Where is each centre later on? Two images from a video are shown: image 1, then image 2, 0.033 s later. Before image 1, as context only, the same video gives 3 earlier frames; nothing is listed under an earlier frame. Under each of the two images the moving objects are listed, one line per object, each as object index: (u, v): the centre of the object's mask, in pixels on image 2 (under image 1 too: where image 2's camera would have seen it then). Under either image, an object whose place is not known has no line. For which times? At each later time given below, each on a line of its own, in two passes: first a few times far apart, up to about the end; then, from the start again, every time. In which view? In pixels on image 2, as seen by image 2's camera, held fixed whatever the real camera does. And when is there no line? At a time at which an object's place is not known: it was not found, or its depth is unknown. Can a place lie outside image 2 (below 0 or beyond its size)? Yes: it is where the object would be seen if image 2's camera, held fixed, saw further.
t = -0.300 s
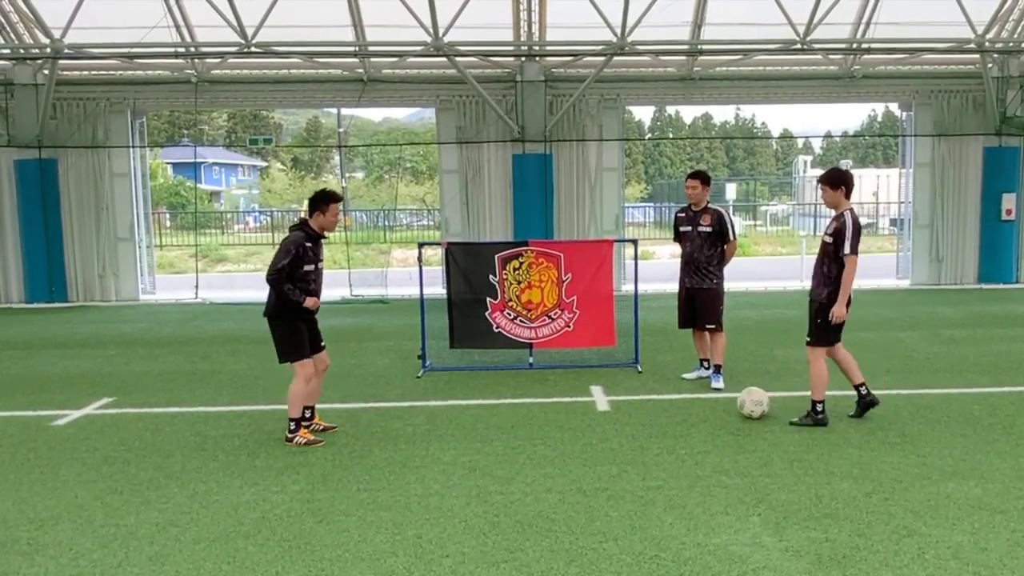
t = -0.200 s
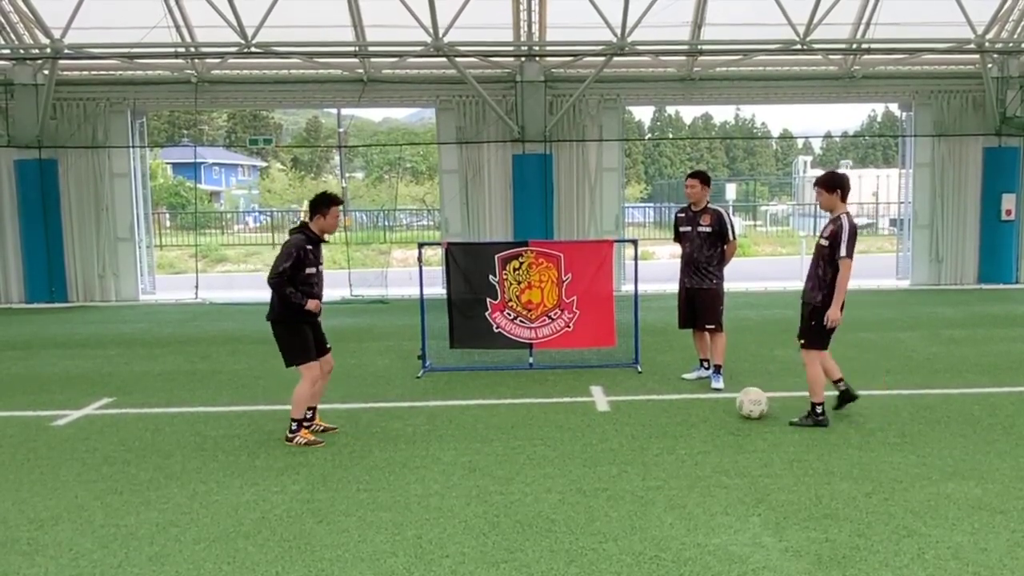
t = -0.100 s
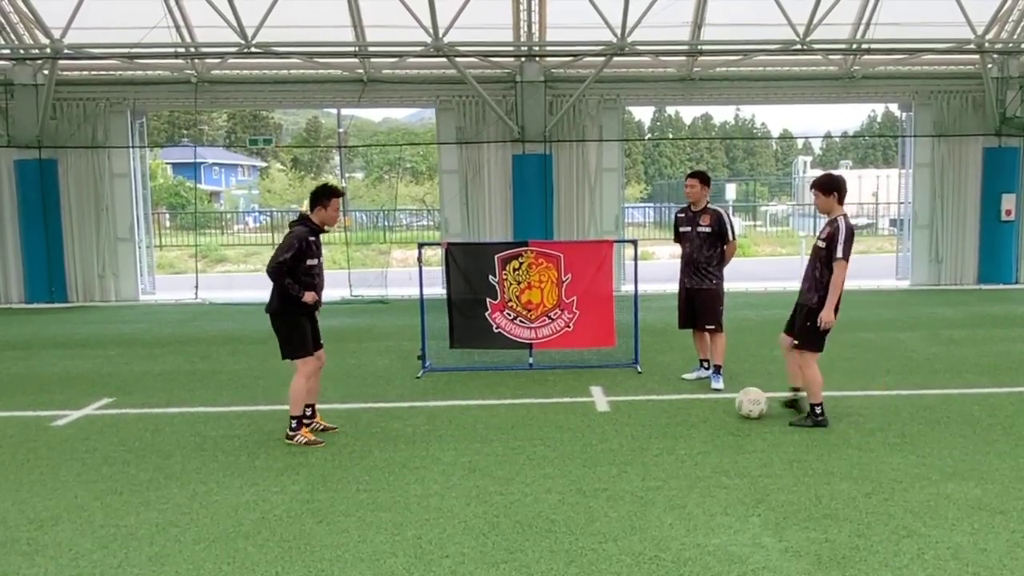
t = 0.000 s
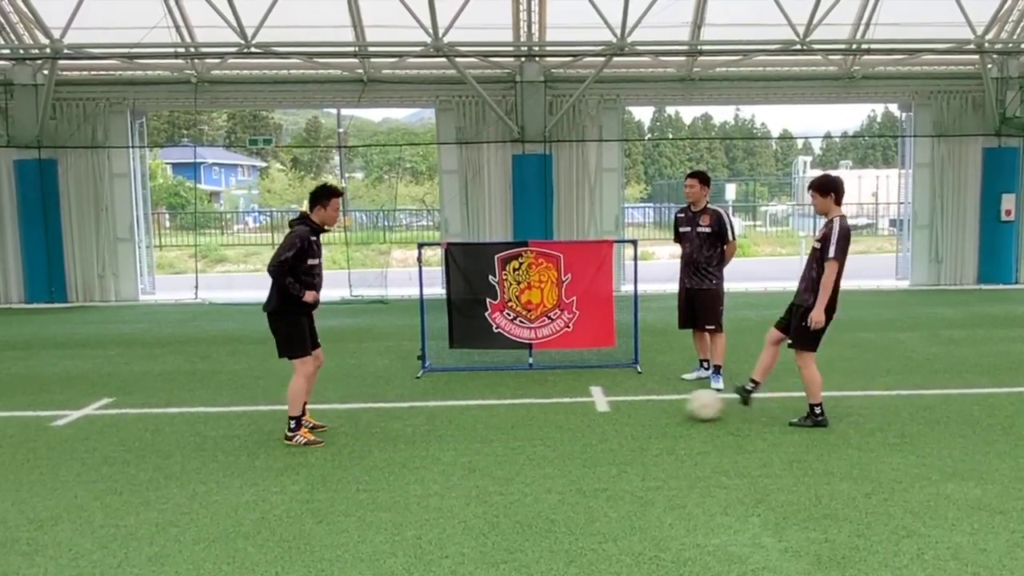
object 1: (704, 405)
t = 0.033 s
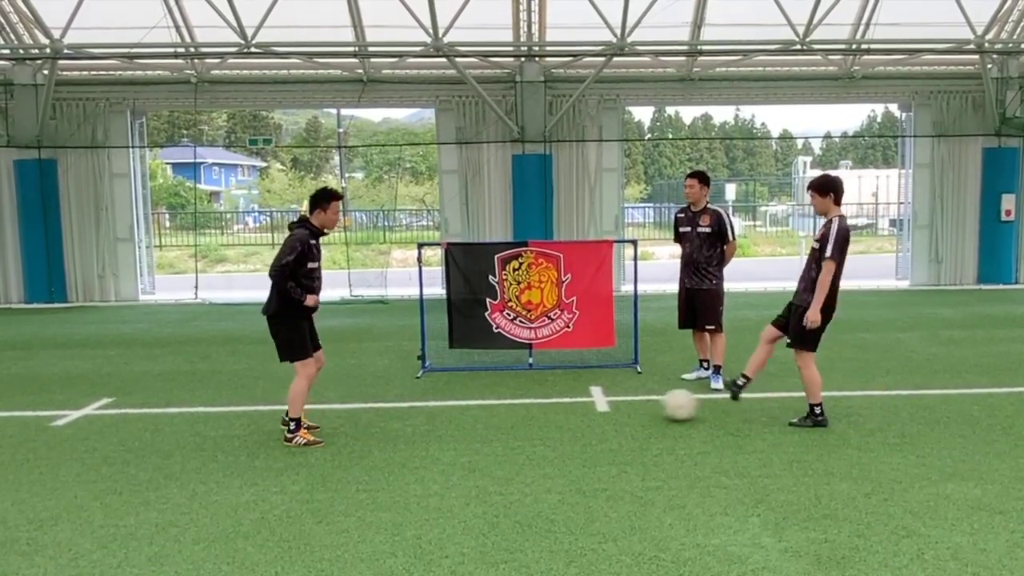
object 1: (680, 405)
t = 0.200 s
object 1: (564, 411)
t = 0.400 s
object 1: (447, 415)
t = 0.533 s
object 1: (377, 418)
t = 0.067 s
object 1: (655, 406)
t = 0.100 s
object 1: (631, 407)
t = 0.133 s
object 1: (609, 408)
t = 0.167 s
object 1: (584, 409)
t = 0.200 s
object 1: (564, 411)
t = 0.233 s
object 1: (543, 412)
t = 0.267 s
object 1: (522, 412)
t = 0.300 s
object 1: (502, 413)
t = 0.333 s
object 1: (484, 414)
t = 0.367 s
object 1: (465, 414)
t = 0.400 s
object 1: (447, 415)
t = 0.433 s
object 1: (429, 416)
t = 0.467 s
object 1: (412, 417)
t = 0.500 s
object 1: (394, 418)
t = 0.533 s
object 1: (377, 418)
